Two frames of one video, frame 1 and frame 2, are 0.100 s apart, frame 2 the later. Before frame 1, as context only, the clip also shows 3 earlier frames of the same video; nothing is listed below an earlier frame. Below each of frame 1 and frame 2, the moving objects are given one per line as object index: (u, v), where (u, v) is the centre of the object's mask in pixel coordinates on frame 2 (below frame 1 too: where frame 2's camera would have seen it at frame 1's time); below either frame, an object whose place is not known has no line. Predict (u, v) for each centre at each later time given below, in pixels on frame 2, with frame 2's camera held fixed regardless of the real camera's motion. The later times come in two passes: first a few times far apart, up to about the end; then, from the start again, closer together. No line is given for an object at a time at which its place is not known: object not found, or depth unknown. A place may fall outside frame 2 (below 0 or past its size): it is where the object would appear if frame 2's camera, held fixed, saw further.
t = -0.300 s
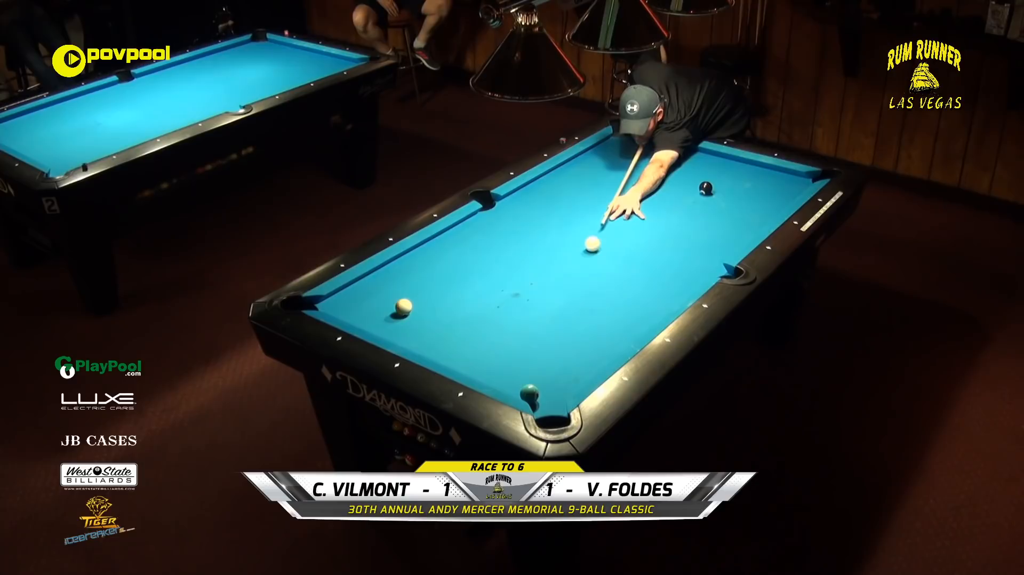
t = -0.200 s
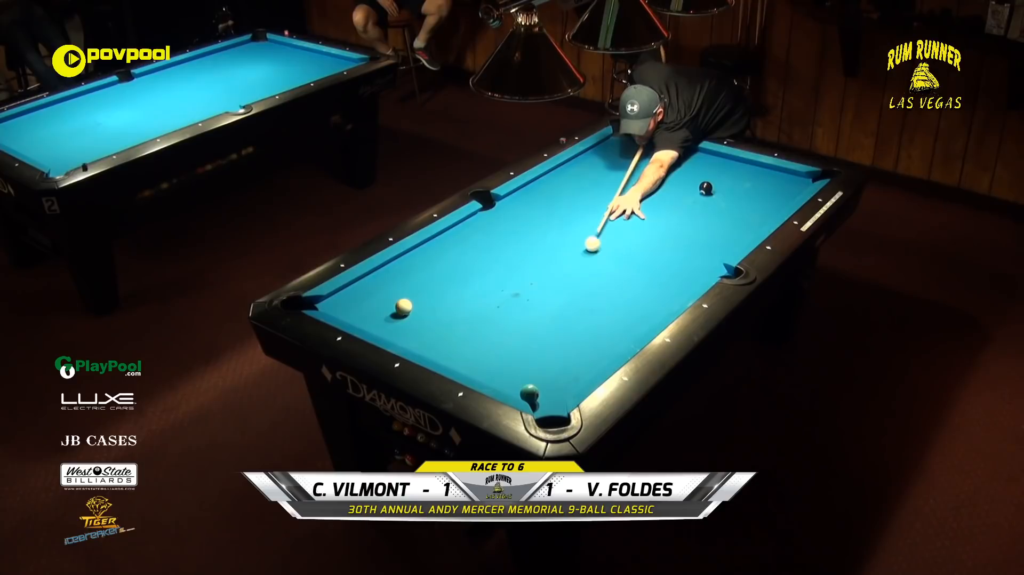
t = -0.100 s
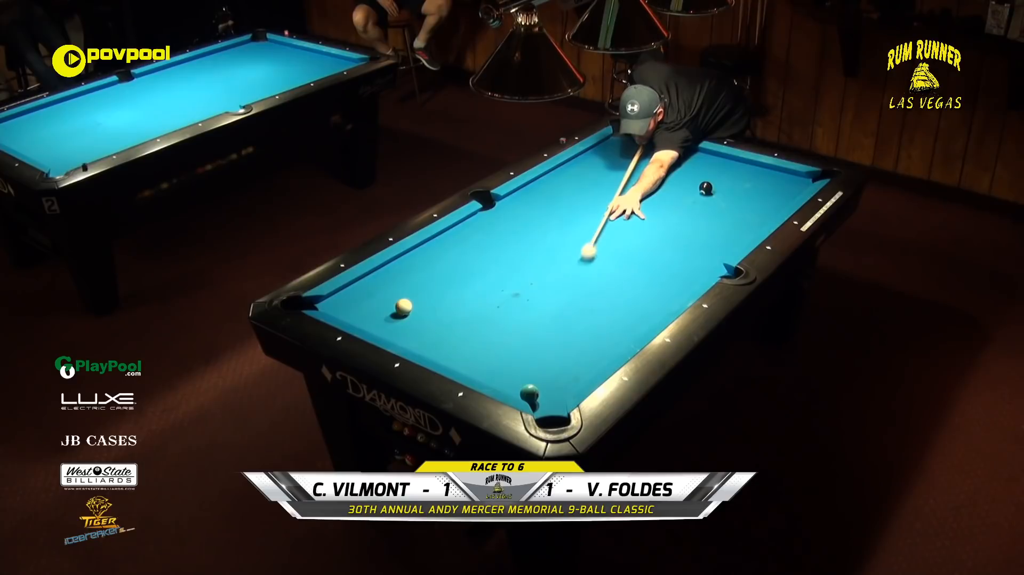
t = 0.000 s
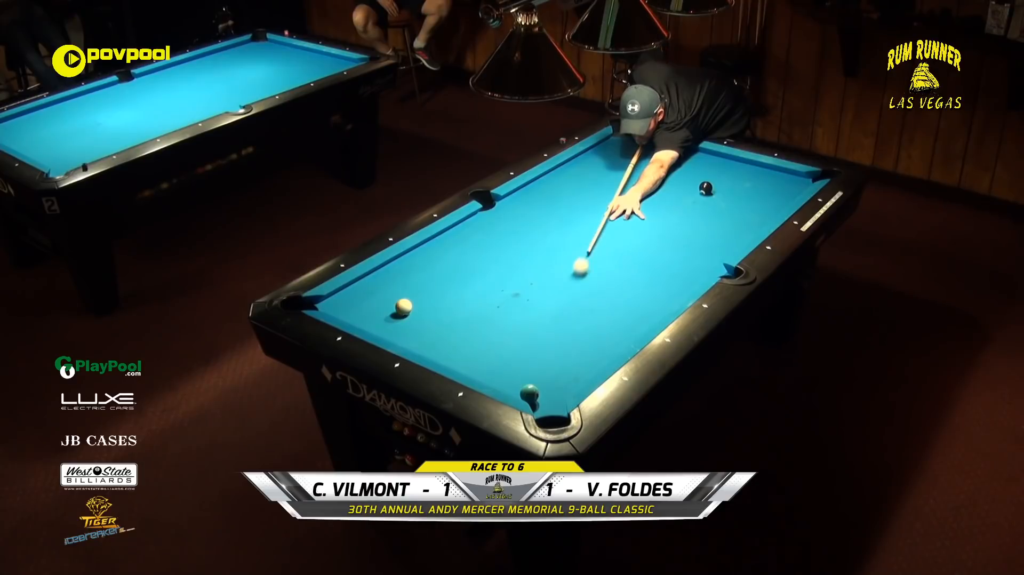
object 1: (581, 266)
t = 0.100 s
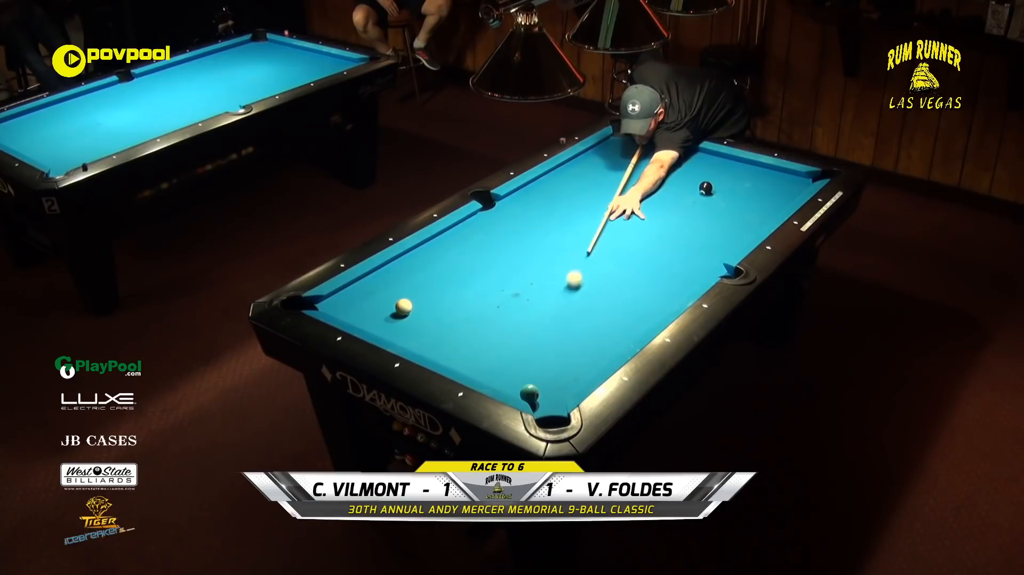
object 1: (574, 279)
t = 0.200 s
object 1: (568, 291)
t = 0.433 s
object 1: (552, 322)
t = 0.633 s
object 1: (537, 349)
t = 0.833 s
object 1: (520, 378)
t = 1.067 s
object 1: (515, 377)
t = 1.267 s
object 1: (522, 364)
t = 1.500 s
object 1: (528, 349)
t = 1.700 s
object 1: (534, 338)
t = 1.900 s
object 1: (538, 327)
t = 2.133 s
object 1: (544, 316)
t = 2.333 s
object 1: (547, 308)
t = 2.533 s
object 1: (551, 301)
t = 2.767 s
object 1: (555, 293)
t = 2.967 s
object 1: (557, 286)
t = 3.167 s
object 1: (560, 281)
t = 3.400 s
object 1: (563, 275)
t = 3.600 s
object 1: (565, 271)
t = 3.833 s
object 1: (568, 268)
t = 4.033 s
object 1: (569, 265)
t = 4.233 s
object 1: (571, 262)
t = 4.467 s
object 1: (573, 259)
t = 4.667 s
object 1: (574, 257)
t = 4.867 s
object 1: (574, 256)
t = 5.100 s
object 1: (575, 255)
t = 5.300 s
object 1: (575, 255)
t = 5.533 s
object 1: (575, 255)
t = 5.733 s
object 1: (575, 255)
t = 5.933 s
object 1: (575, 255)
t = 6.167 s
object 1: (575, 255)
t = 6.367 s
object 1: (575, 255)
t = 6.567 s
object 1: (575, 255)
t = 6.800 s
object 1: (575, 255)
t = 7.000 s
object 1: (575, 255)
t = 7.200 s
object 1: (575, 255)
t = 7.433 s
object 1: (575, 255)
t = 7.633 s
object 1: (575, 255)
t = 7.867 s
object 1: (575, 255)
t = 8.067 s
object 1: (575, 255)
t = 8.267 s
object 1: (575, 255)
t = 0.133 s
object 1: (572, 283)
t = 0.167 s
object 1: (570, 287)
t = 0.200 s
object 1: (568, 291)
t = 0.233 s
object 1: (565, 295)
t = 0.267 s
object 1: (563, 300)
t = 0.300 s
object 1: (561, 304)
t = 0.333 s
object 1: (559, 308)
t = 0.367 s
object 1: (556, 313)
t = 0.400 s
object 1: (554, 318)
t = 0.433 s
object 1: (552, 322)
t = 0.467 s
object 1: (549, 326)
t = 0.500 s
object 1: (547, 330)
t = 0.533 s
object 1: (544, 335)
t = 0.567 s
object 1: (542, 340)
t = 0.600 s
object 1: (539, 344)
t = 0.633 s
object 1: (537, 349)
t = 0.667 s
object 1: (534, 354)
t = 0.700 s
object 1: (532, 359)
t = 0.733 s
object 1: (529, 364)
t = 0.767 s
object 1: (526, 369)
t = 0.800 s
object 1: (523, 374)
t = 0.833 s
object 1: (520, 378)
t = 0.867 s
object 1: (517, 383)
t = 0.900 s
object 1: (513, 386)
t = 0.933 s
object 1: (511, 386)
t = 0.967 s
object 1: (512, 384)
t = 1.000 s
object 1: (513, 382)
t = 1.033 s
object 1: (514, 379)
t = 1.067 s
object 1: (515, 377)
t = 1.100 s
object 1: (517, 375)
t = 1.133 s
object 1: (518, 372)
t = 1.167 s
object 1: (519, 370)
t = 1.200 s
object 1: (520, 368)
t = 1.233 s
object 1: (521, 366)
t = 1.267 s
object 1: (522, 364)
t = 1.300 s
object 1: (523, 361)
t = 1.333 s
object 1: (524, 359)
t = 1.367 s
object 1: (525, 357)
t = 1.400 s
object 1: (526, 355)
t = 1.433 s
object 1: (527, 353)
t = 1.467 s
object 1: (528, 351)
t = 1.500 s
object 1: (528, 349)
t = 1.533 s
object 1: (529, 347)
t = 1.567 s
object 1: (530, 345)
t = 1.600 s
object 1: (531, 343)
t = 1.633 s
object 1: (532, 341)
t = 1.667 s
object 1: (533, 340)
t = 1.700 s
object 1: (534, 338)
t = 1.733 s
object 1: (534, 336)
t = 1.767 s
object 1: (535, 334)
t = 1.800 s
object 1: (536, 332)
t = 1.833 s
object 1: (537, 331)
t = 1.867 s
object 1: (538, 329)
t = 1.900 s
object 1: (538, 327)
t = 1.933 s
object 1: (539, 326)
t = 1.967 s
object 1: (540, 324)
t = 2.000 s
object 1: (541, 322)
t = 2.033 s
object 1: (541, 321)
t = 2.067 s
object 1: (542, 319)
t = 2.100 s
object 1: (543, 318)
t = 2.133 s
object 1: (544, 316)
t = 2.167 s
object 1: (544, 315)
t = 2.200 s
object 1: (545, 314)
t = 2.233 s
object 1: (546, 312)
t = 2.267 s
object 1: (546, 311)
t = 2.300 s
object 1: (547, 309)
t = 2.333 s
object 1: (547, 308)
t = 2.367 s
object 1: (548, 307)
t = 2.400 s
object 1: (549, 306)
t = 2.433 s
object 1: (549, 304)
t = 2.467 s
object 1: (550, 303)
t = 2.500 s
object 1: (550, 302)
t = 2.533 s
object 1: (551, 301)
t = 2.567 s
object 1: (552, 299)
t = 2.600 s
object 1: (552, 298)
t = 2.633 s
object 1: (553, 297)
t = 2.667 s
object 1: (553, 296)
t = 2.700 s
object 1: (554, 295)
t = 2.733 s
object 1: (554, 294)
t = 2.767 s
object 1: (555, 293)
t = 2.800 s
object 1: (555, 291)
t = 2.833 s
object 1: (556, 290)
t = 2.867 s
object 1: (556, 289)
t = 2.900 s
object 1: (557, 289)
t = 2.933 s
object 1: (557, 288)
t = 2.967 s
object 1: (557, 286)
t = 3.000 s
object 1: (558, 286)
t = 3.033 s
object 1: (558, 285)
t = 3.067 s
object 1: (559, 284)
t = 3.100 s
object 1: (559, 283)
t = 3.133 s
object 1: (560, 282)
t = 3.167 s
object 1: (560, 281)
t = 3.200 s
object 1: (560, 280)
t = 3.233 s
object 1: (561, 279)
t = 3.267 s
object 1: (561, 279)
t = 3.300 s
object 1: (562, 278)
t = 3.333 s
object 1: (562, 277)
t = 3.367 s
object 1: (563, 276)
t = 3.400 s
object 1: (563, 275)
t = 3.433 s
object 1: (563, 275)
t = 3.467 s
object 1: (564, 274)
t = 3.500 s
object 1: (564, 273)
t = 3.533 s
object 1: (565, 273)
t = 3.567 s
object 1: (565, 272)
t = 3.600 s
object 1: (565, 271)
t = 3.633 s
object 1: (566, 271)
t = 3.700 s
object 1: (566, 270)
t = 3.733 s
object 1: (567, 269)
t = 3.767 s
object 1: (567, 269)
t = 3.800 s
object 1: (567, 268)
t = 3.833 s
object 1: (568, 268)
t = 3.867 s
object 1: (568, 267)
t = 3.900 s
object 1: (568, 267)
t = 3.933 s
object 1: (568, 266)
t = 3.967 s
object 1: (569, 265)
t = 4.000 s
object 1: (569, 265)
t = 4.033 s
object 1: (569, 265)
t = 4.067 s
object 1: (570, 264)
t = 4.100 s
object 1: (570, 264)
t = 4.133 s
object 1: (571, 263)
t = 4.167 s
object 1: (571, 262)
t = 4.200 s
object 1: (571, 262)
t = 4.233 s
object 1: (571, 262)
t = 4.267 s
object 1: (572, 261)
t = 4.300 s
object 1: (572, 261)
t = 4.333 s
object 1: (572, 260)
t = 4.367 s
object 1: (572, 260)
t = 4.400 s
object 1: (572, 260)
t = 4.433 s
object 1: (573, 259)
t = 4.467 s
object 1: (573, 259)
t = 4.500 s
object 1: (573, 259)
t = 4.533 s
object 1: (573, 259)
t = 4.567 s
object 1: (573, 258)
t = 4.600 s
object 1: (574, 258)
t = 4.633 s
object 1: (574, 258)
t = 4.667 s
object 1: (574, 257)
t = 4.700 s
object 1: (574, 257)
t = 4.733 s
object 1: (574, 257)
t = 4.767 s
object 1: (574, 257)
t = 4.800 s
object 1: (574, 257)
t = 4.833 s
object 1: (574, 256)
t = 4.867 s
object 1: (574, 256)
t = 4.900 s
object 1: (574, 256)
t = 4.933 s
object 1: (574, 256)
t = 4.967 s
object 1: (575, 256)
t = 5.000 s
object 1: (575, 256)
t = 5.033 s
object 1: (575, 255)
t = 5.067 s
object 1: (575, 255)
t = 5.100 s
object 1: (575, 255)
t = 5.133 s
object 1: (575, 255)
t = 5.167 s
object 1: (575, 255)
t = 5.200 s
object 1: (575, 255)
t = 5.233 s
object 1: (575, 255)
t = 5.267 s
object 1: (575, 255)
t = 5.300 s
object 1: (575, 255)
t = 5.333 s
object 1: (575, 255)
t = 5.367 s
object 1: (575, 255)
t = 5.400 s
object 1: (575, 255)
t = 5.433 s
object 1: (575, 255)
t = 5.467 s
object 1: (575, 255)
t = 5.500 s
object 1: (575, 255)
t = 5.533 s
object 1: (575, 255)
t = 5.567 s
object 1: (575, 255)
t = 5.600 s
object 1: (575, 255)
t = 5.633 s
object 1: (575, 255)
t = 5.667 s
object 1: (575, 255)
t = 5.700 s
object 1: (575, 255)
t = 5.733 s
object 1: (575, 255)
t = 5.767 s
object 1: (575, 255)
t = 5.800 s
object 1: (575, 255)
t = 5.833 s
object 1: (575, 255)
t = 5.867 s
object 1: (575, 255)
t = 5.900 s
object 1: (575, 255)
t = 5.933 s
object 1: (575, 255)
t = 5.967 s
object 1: (575, 255)
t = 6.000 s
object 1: (575, 255)
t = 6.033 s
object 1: (575, 255)
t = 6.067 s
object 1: (575, 255)
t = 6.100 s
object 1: (575, 255)
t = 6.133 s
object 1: (575, 255)
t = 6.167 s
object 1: (575, 255)
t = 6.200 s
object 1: (575, 255)
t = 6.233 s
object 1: (575, 255)
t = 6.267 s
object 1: (575, 255)
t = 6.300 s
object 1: (575, 255)
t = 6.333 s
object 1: (575, 255)
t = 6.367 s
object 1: (575, 255)
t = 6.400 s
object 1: (575, 255)
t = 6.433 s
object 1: (575, 255)
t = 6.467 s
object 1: (575, 255)
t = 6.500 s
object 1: (575, 255)
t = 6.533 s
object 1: (575, 255)
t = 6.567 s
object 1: (575, 255)
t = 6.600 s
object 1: (575, 255)
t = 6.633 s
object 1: (575, 255)
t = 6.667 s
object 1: (575, 255)
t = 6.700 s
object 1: (575, 255)
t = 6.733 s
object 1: (575, 255)
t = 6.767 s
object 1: (575, 255)
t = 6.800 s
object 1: (575, 255)
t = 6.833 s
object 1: (575, 255)
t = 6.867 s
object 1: (575, 255)
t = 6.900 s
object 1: (575, 255)
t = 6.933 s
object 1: (575, 255)
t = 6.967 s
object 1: (575, 255)
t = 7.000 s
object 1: (575, 255)
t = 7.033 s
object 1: (575, 255)
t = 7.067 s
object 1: (575, 255)
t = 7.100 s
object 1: (575, 255)
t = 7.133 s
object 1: (575, 255)
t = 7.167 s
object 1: (575, 255)
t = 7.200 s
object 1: (575, 255)
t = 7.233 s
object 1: (575, 255)
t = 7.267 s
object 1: (575, 255)
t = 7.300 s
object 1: (575, 255)
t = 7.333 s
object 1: (575, 255)
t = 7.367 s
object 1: (575, 255)
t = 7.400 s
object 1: (575, 255)
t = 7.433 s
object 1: (575, 255)
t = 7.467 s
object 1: (575, 255)
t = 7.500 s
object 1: (575, 255)
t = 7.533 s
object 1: (575, 255)
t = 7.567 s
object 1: (575, 255)
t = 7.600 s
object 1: (575, 255)
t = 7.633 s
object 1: (575, 255)
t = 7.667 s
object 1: (575, 255)
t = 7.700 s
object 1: (575, 255)
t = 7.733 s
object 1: (575, 255)
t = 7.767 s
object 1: (575, 255)
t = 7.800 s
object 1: (575, 255)
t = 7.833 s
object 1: (575, 255)
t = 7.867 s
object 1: (575, 255)
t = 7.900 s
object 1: (575, 255)
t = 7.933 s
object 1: (575, 255)
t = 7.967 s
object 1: (575, 255)
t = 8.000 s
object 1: (575, 255)
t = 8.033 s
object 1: (575, 255)
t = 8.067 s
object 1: (575, 255)
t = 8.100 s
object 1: (575, 255)
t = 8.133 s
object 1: (575, 255)
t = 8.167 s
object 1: (575, 255)
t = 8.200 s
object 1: (575, 255)
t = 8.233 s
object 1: (575, 255)
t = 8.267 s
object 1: (575, 255)
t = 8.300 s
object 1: (575, 255)
